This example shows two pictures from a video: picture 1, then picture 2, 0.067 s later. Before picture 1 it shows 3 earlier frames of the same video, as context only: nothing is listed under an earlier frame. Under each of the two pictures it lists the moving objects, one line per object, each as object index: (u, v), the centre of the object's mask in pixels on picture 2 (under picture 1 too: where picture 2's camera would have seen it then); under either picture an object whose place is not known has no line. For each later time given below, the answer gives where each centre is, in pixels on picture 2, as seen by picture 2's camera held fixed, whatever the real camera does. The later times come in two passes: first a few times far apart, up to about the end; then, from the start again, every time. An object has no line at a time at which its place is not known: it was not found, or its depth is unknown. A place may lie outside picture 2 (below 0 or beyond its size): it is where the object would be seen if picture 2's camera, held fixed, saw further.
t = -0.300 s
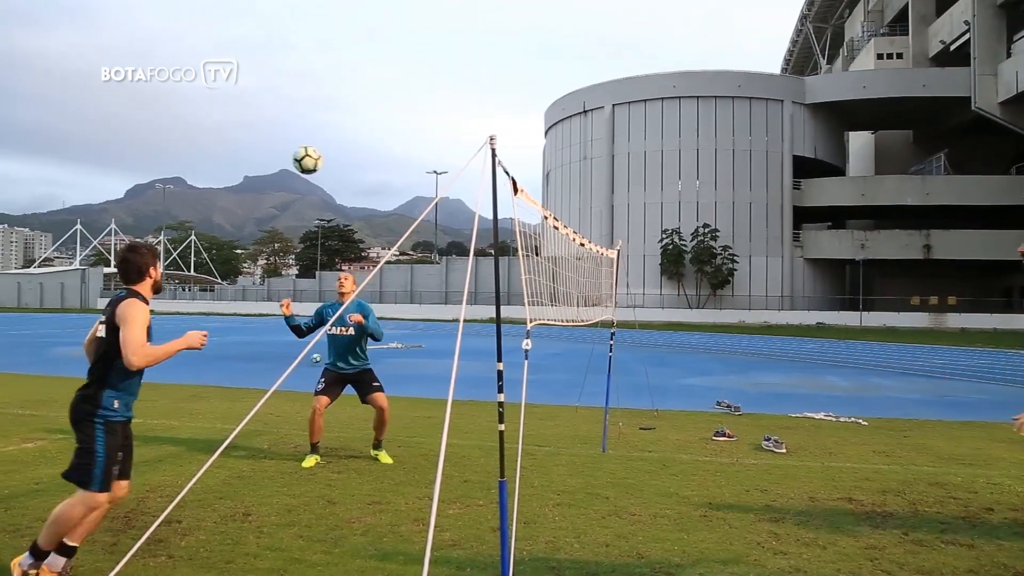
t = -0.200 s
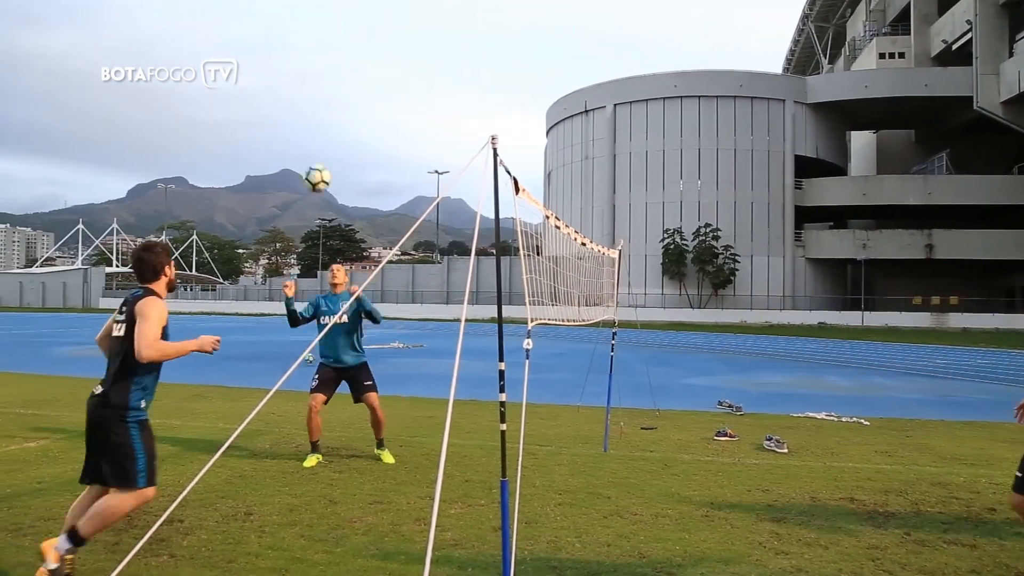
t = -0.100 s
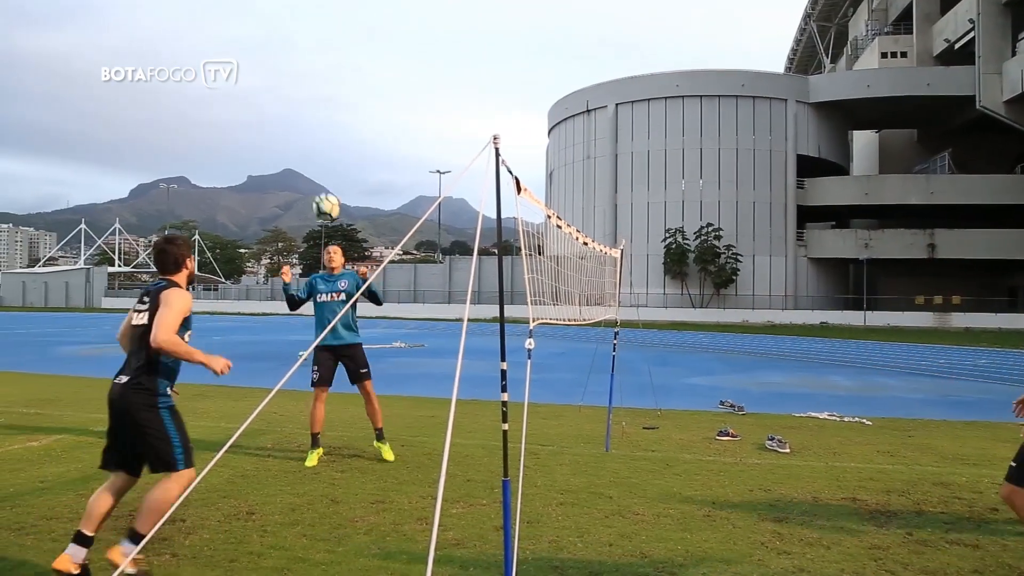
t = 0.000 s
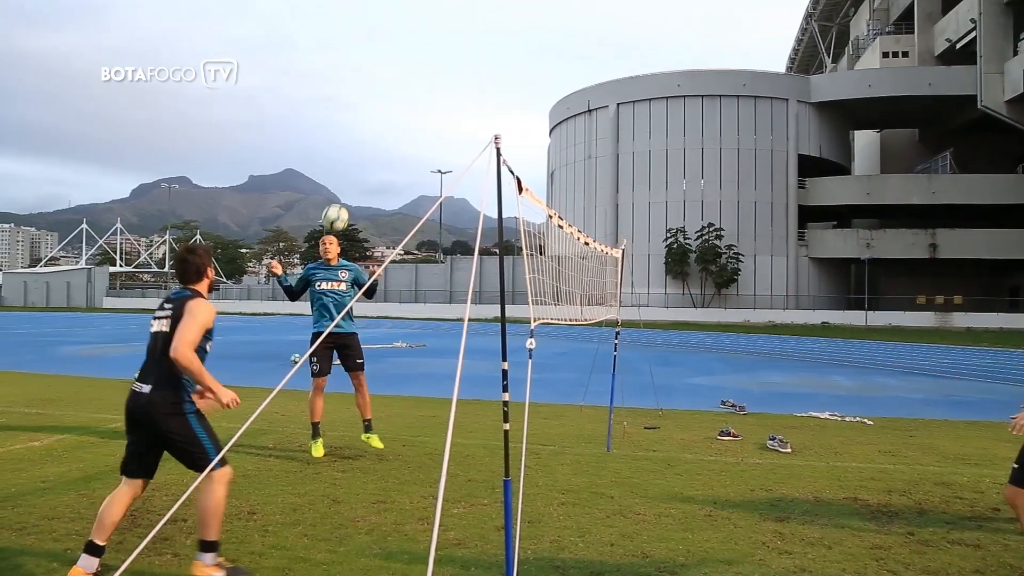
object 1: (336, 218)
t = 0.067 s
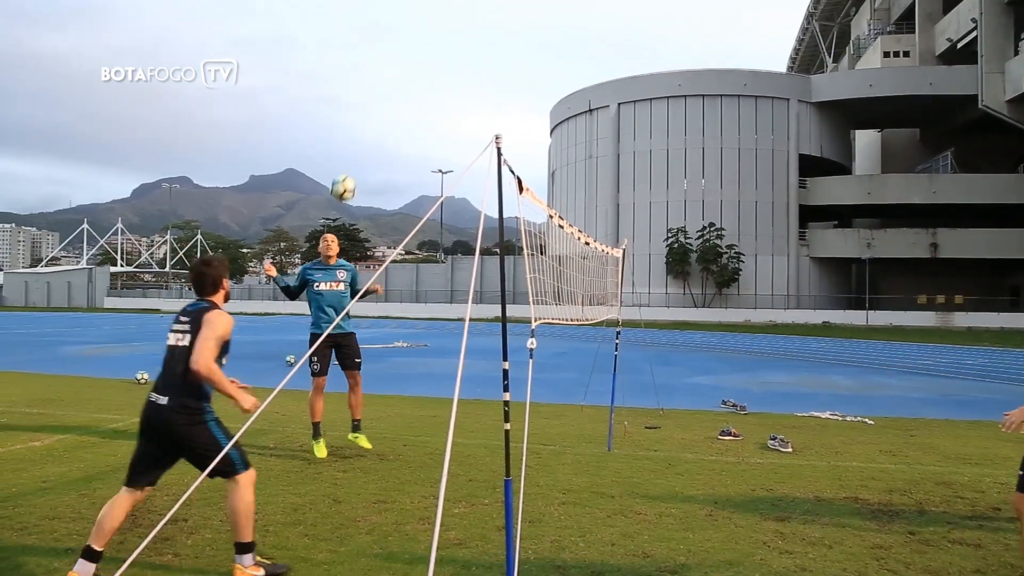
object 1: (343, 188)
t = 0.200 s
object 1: (358, 142)
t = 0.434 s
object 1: (386, 105)
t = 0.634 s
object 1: (413, 128)
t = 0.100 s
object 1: (347, 176)
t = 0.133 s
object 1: (351, 164)
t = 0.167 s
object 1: (354, 153)
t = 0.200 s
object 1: (358, 142)
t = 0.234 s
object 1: (361, 133)
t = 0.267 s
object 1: (365, 126)
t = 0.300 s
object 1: (369, 119)
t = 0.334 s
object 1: (373, 113)
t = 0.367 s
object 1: (377, 109)
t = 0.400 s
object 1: (381, 106)
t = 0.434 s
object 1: (386, 105)
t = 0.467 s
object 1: (390, 105)
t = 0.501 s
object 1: (394, 106)
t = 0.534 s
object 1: (399, 109)
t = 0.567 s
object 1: (404, 114)
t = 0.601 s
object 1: (408, 121)
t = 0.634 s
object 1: (413, 128)
